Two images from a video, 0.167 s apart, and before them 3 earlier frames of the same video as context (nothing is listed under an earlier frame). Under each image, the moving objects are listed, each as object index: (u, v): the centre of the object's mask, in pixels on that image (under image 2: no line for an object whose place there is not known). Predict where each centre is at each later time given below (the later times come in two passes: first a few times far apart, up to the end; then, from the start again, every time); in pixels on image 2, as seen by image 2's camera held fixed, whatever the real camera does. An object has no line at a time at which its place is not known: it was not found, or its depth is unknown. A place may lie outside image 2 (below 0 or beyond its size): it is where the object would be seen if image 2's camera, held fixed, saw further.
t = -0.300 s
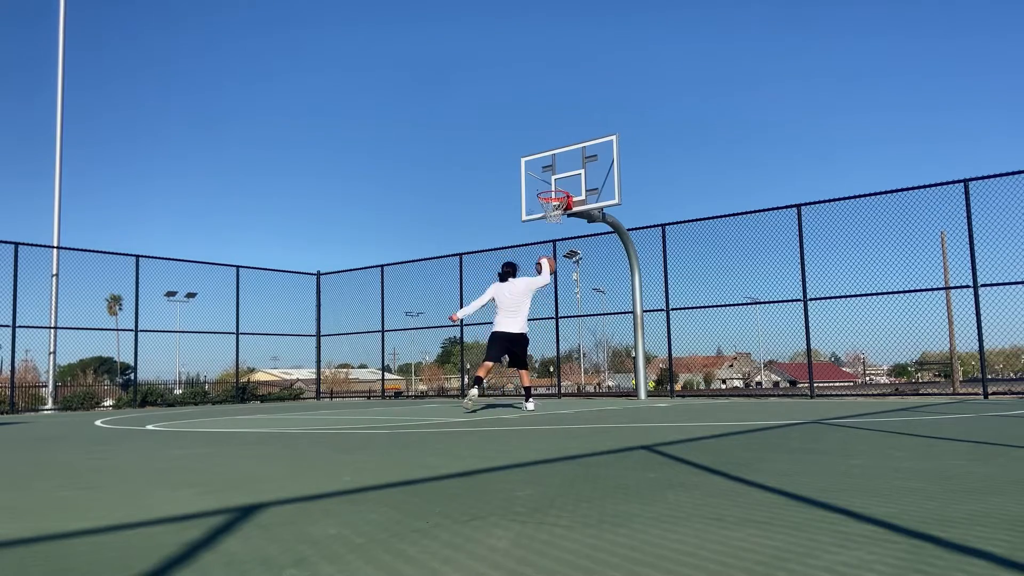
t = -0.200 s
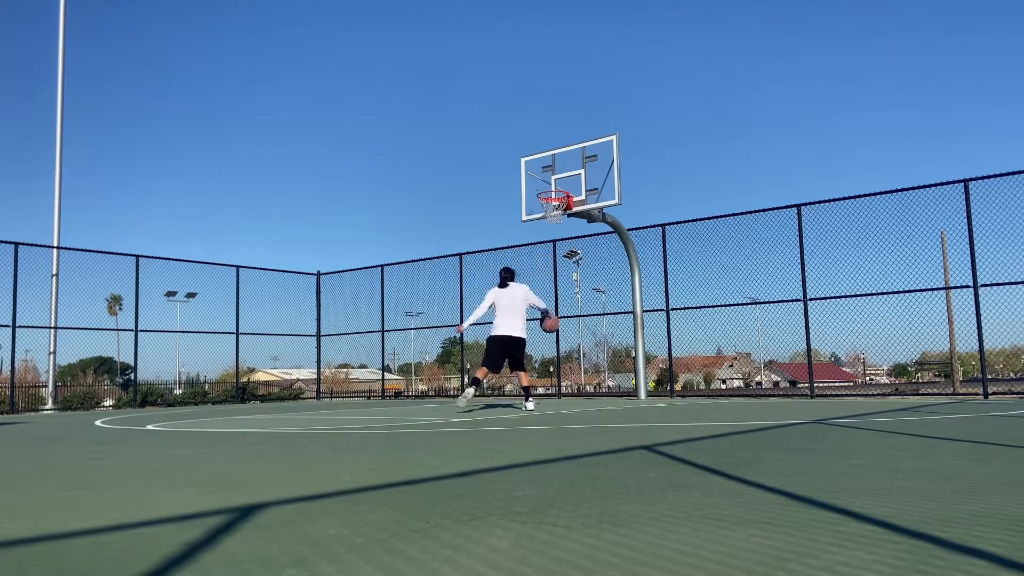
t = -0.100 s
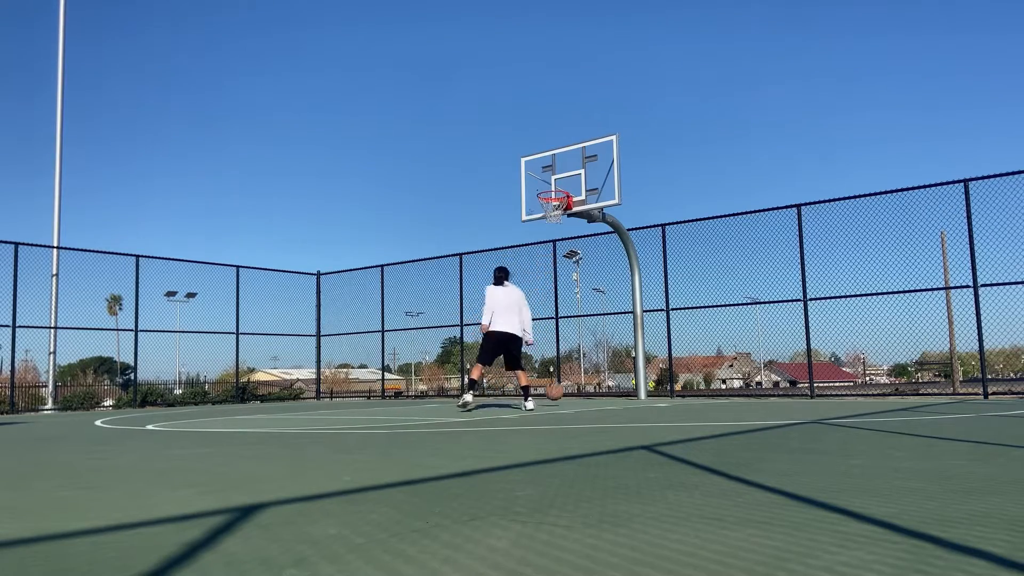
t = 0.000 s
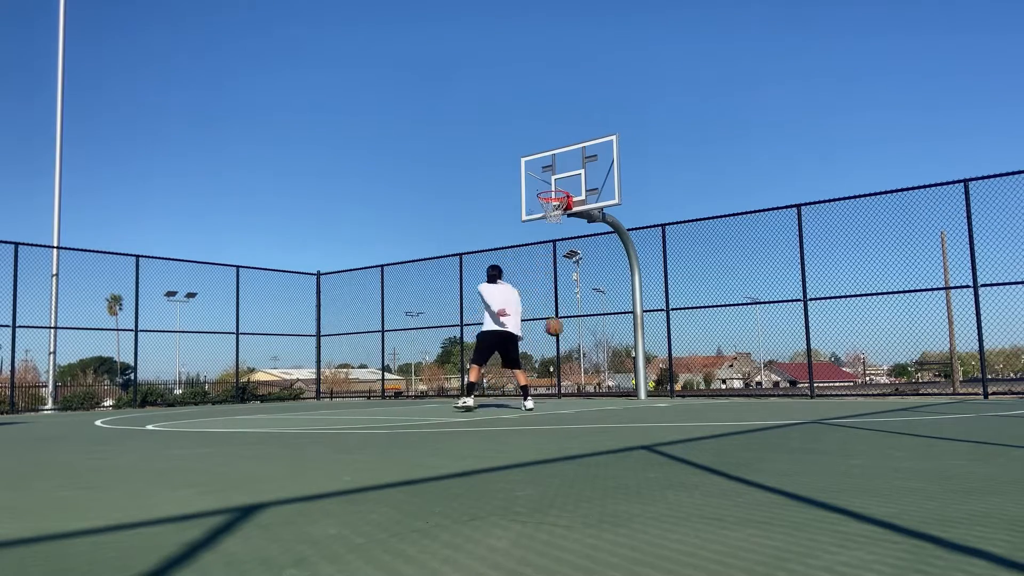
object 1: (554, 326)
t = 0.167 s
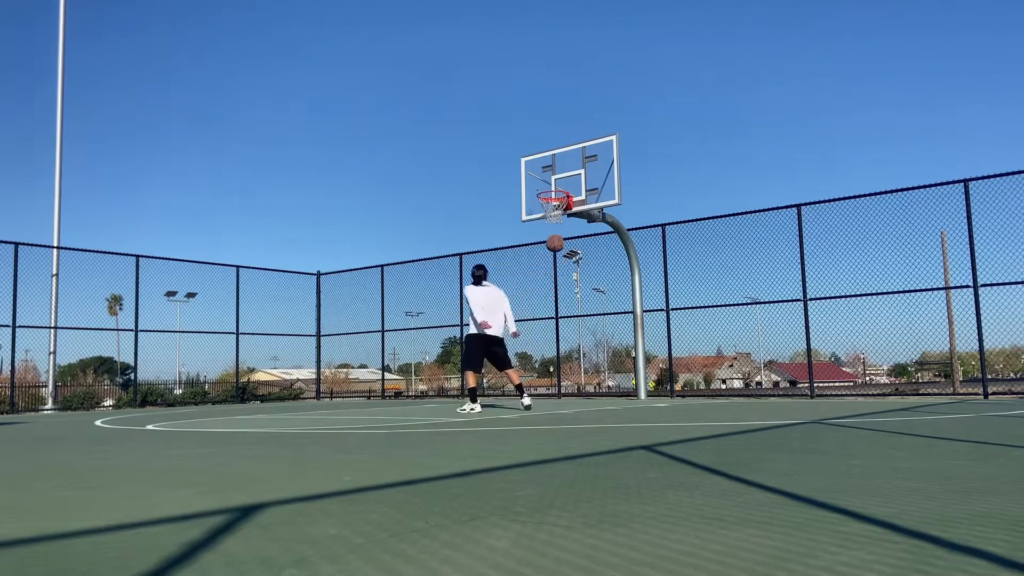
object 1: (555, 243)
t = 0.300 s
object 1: (557, 195)
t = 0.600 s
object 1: (562, 139)
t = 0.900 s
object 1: (568, 145)
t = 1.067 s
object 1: (569, 167)
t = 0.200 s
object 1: (555, 229)
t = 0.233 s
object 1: (556, 217)
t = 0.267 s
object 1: (556, 206)
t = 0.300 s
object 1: (557, 195)
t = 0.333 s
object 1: (558, 185)
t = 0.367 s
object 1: (558, 177)
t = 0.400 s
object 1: (558, 169)
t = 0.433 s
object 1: (558, 162)
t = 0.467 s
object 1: (559, 156)
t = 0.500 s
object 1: (560, 150)
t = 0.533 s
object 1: (560, 146)
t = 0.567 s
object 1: (561, 142)
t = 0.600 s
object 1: (562, 139)
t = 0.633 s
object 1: (562, 137)
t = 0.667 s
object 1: (563, 136)
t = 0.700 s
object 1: (563, 135)
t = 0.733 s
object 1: (564, 135)
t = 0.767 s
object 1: (565, 135)
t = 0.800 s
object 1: (566, 137)
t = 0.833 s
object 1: (566, 139)
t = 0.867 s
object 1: (567, 142)
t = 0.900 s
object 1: (568, 145)
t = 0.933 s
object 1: (569, 149)
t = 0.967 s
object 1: (569, 154)
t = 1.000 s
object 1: (570, 159)
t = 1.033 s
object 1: (571, 165)
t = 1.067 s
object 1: (569, 167)
